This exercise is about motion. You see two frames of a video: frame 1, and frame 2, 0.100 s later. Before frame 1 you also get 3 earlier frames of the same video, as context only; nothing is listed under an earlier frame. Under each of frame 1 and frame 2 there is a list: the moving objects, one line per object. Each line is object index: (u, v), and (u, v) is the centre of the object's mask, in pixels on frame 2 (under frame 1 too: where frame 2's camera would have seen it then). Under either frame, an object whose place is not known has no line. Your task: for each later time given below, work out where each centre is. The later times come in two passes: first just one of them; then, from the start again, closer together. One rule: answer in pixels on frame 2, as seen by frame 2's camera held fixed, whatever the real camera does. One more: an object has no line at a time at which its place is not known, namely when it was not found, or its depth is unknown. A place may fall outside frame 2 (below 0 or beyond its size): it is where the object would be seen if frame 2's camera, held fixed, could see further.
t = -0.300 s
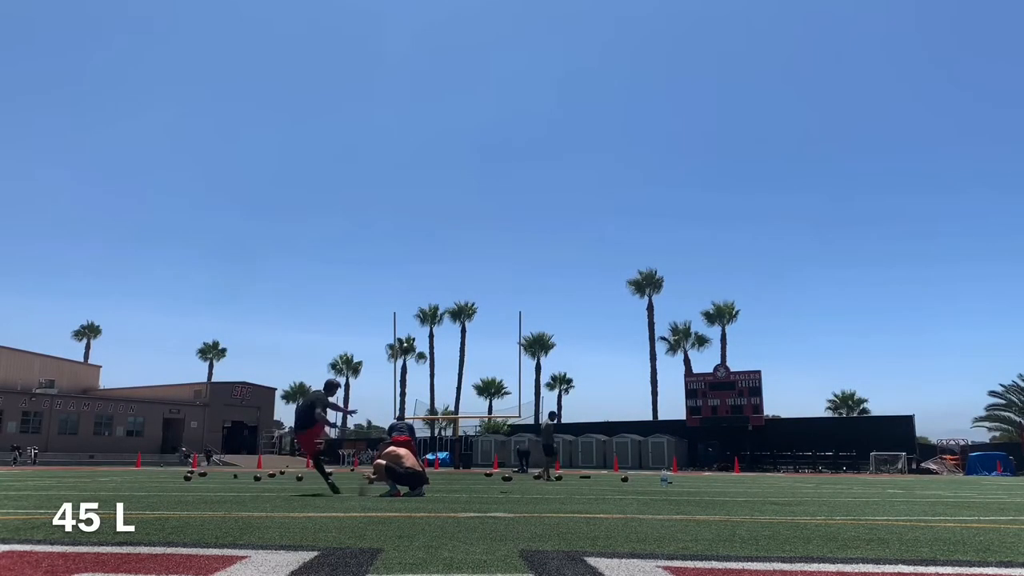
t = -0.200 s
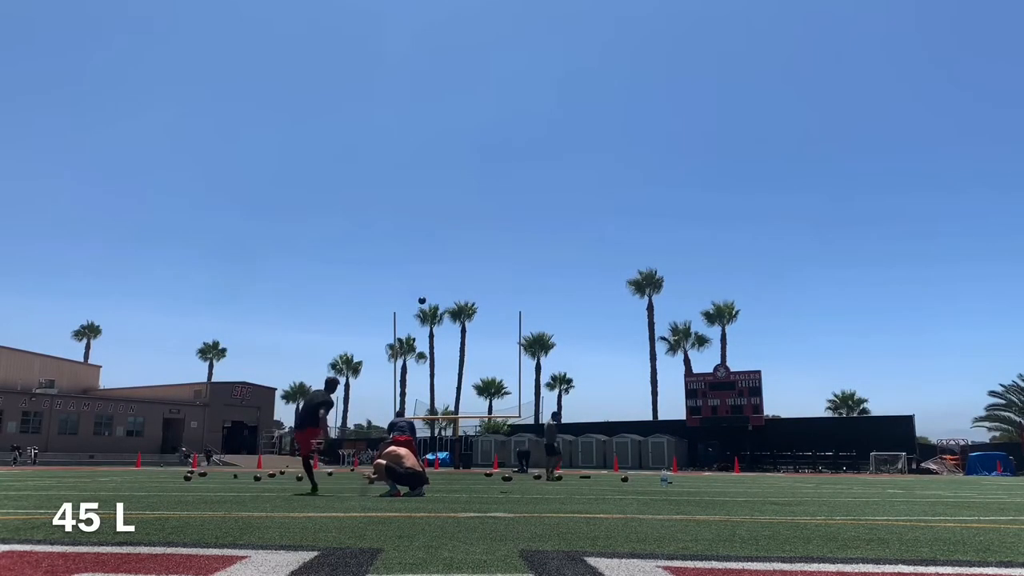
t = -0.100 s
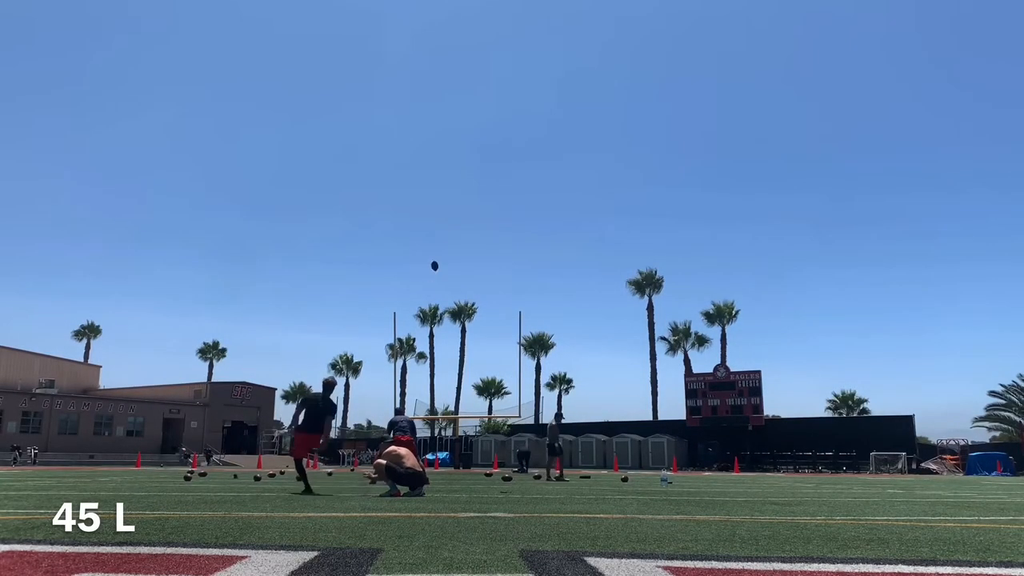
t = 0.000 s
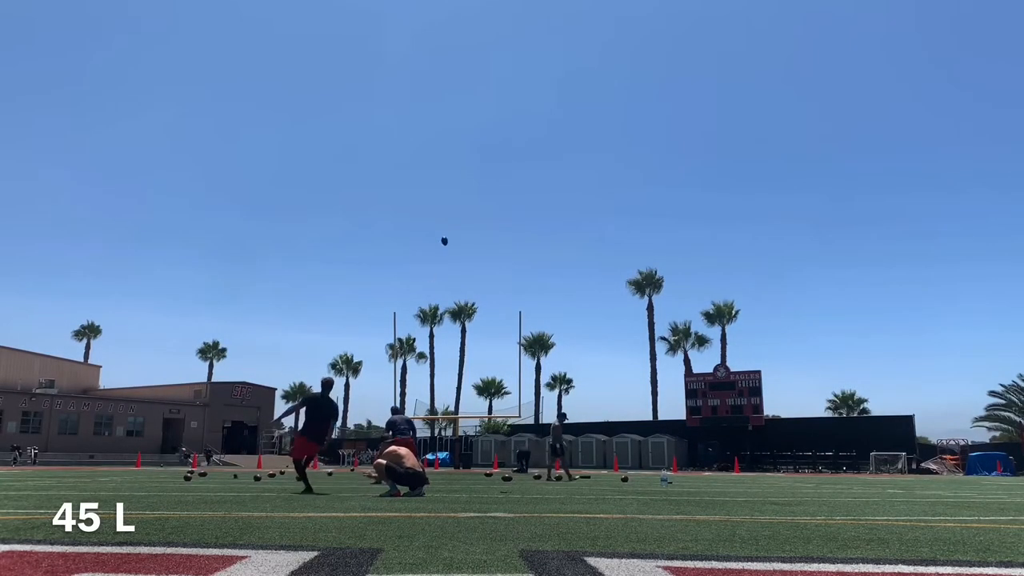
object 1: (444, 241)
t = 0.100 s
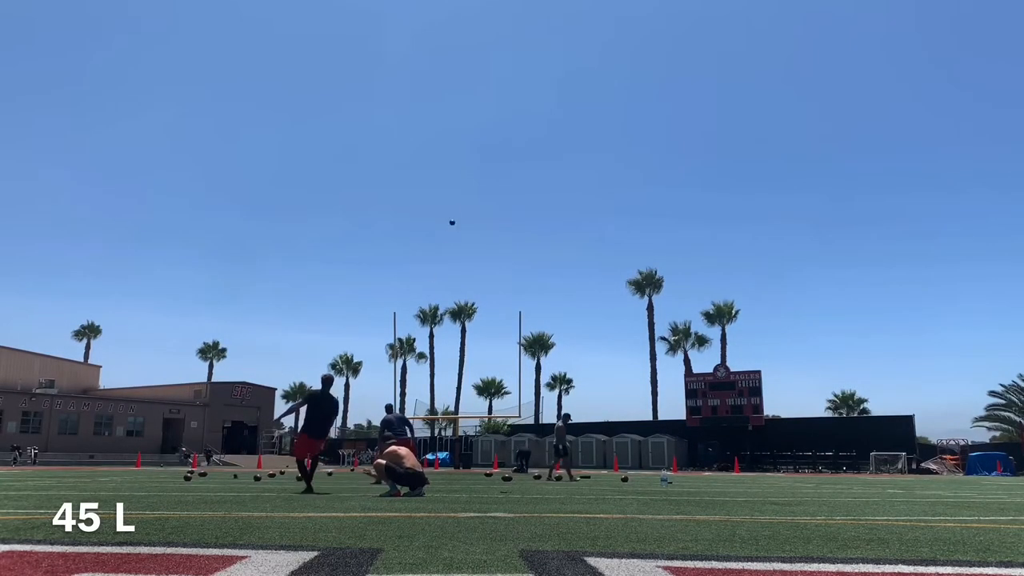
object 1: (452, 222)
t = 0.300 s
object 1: (461, 199)
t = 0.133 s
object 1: (454, 217)
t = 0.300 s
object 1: (461, 199)
